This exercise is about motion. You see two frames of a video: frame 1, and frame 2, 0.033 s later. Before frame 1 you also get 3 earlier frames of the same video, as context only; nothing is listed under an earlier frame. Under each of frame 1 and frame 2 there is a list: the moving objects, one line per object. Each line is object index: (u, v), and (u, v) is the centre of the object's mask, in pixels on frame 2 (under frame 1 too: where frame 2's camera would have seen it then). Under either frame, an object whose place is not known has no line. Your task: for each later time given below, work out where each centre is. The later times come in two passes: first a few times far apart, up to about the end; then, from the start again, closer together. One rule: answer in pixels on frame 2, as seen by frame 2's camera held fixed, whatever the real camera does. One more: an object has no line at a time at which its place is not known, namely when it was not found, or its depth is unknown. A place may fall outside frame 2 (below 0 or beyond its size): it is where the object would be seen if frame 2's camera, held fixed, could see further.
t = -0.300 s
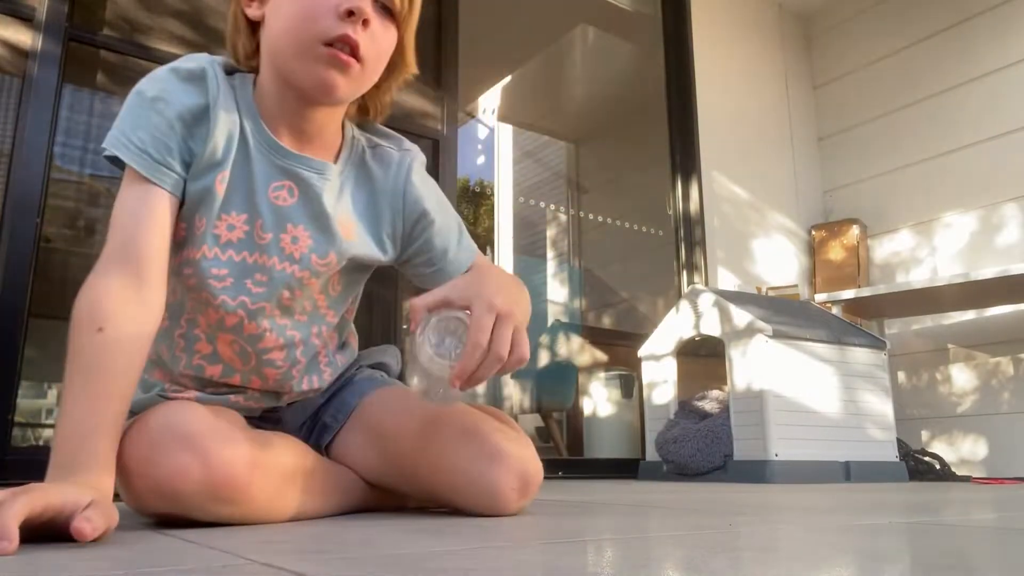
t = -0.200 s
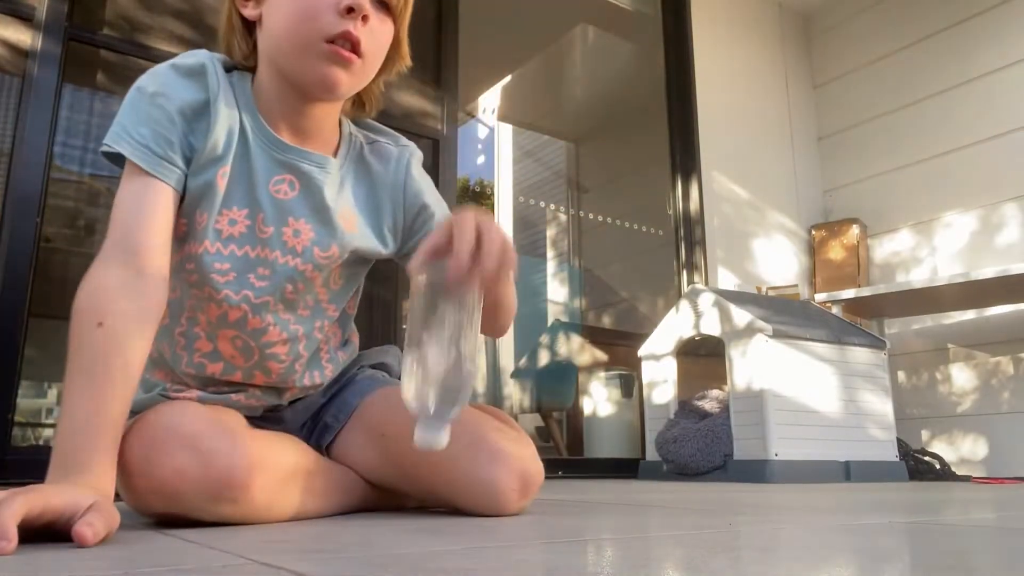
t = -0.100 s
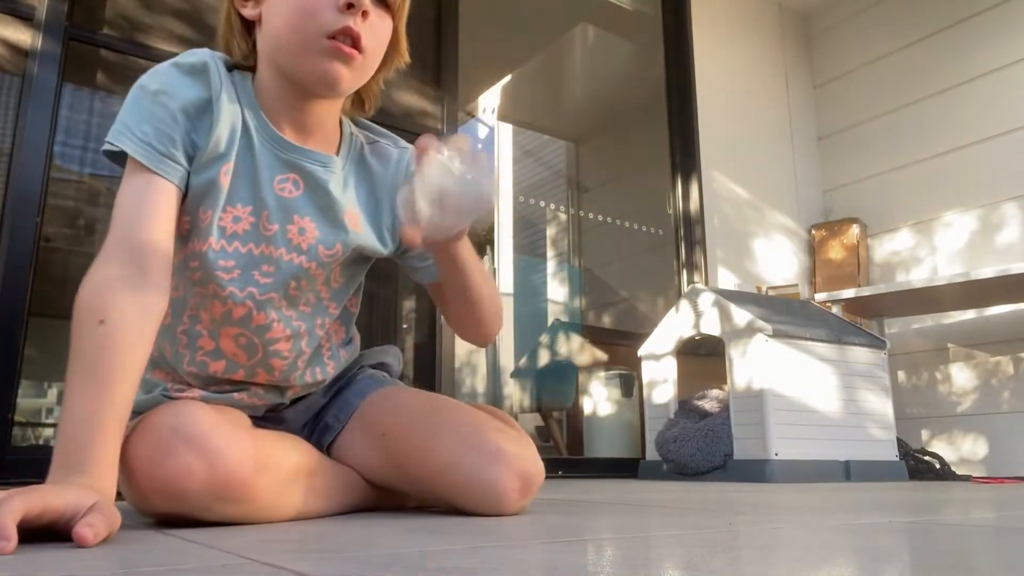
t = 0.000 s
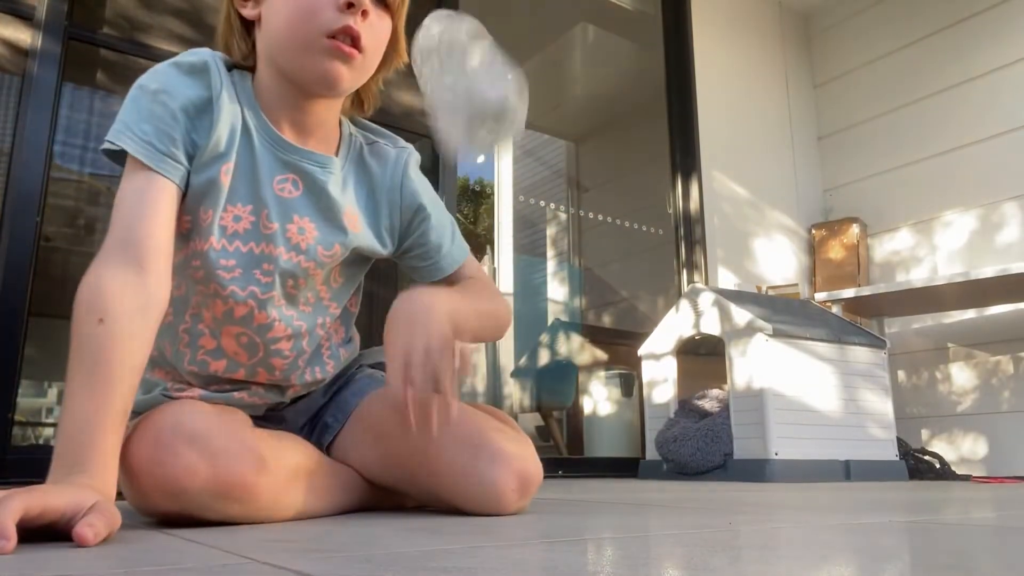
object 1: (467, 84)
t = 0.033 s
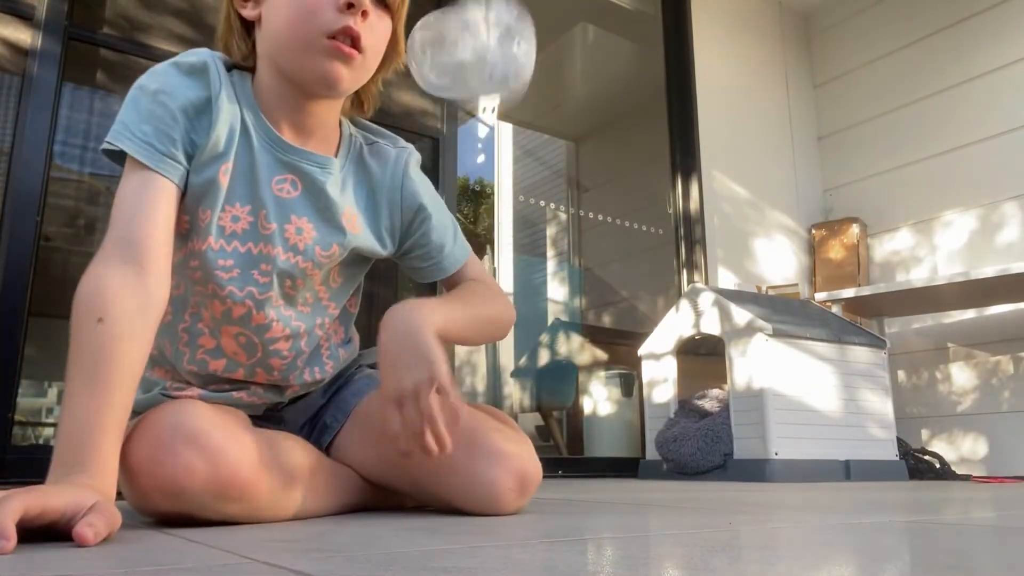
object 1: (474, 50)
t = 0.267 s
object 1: (459, 393)
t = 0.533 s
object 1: (456, 395)
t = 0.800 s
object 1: (467, 399)
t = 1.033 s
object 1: (459, 395)
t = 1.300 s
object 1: (465, 398)
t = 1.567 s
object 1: (459, 399)
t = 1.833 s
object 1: (464, 397)
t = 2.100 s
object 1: (466, 396)
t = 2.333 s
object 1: (466, 397)
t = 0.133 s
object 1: (461, 83)
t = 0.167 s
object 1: (463, 113)
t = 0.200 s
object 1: (461, 184)
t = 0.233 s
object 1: (460, 297)
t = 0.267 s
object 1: (459, 393)
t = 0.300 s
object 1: (458, 396)
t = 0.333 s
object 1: (457, 397)
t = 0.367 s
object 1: (457, 397)
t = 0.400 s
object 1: (455, 396)
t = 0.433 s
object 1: (453, 394)
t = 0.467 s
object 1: (451, 393)
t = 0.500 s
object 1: (453, 394)
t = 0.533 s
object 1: (456, 395)
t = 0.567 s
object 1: (460, 395)
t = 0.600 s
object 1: (462, 396)
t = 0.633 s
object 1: (462, 396)
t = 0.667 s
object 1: (463, 398)
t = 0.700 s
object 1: (465, 398)
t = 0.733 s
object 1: (466, 399)
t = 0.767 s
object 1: (467, 399)
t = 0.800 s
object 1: (467, 399)
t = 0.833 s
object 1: (466, 398)
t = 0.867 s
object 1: (464, 398)
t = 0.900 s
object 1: (463, 397)
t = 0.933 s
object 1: (463, 396)
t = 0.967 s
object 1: (462, 395)
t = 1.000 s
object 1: (461, 395)
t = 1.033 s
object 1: (459, 395)
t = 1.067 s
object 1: (459, 396)
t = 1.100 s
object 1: (459, 396)
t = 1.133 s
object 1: (460, 396)
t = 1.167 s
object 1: (461, 396)
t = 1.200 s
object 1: (463, 397)
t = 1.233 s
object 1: (465, 397)
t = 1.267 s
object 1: (466, 398)
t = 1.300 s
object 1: (465, 398)
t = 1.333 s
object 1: (465, 398)
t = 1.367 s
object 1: (466, 398)
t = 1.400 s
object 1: (465, 398)
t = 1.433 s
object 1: (464, 398)
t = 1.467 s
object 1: (462, 398)
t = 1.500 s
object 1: (460, 398)
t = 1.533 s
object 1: (460, 399)
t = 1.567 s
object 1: (459, 399)
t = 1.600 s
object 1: (459, 398)
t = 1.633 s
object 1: (460, 398)
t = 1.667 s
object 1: (460, 398)
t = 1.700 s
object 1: (460, 398)
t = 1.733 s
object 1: (460, 398)
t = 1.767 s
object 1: (461, 398)
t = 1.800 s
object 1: (462, 398)
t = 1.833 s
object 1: (464, 397)
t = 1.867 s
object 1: (465, 397)
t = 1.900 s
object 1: (466, 397)
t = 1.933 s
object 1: (465, 397)
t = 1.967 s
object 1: (466, 397)
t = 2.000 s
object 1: (466, 397)
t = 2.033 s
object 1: (466, 397)
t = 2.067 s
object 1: (466, 397)
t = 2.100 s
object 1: (466, 396)
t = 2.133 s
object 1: (465, 397)
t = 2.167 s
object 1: (465, 397)
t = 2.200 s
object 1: (466, 397)
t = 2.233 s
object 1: (466, 397)
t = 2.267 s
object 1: (466, 397)
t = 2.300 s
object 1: (466, 397)
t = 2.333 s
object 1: (466, 397)
